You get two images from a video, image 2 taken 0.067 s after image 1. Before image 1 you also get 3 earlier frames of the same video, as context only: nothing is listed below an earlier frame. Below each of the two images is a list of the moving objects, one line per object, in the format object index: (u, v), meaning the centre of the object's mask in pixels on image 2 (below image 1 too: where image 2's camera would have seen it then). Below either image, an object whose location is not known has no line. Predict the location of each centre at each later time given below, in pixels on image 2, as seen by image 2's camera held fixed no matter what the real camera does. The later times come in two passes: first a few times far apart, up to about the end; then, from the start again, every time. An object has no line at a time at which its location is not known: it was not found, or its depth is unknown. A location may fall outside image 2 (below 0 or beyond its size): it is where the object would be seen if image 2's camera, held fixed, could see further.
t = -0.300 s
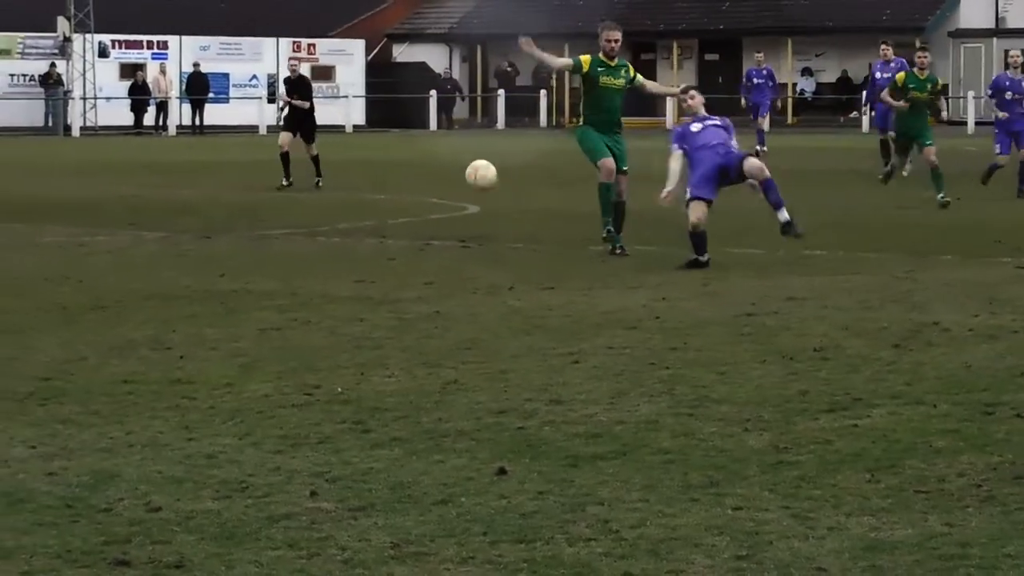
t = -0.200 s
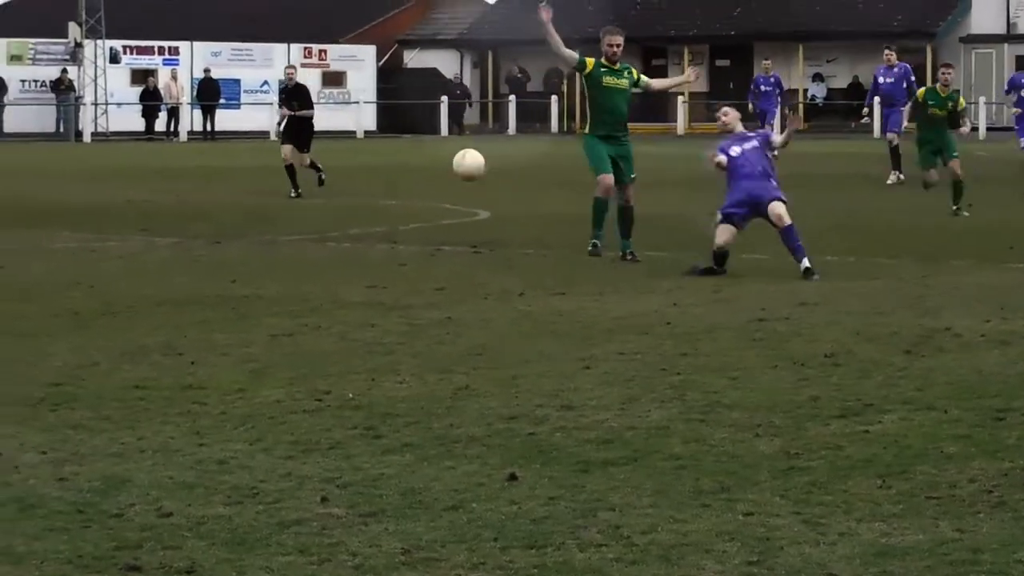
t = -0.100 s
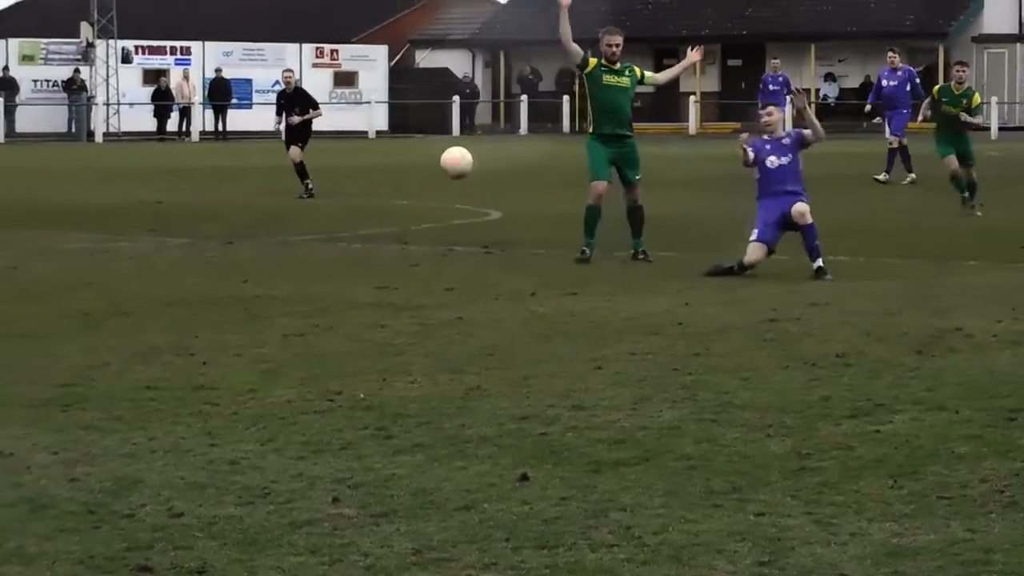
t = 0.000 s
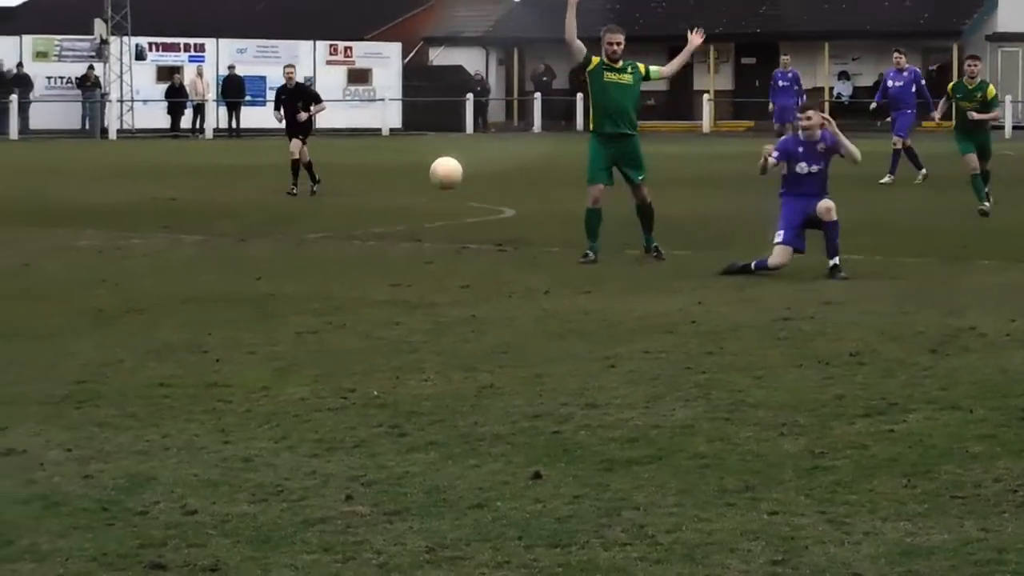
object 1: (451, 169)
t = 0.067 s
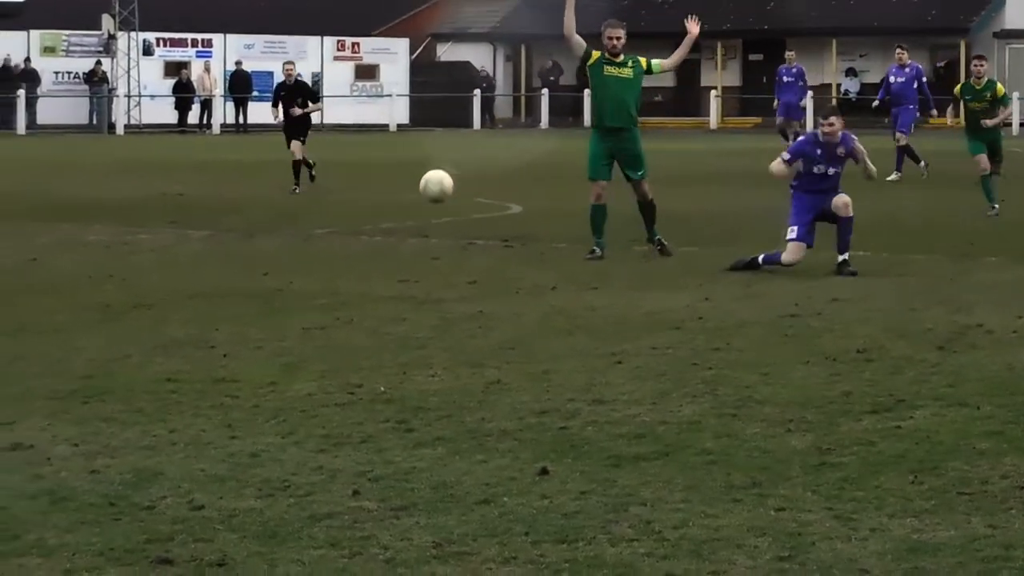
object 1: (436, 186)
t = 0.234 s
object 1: (397, 260)
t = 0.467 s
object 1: (329, 246)
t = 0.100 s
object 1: (429, 197)
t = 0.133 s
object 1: (422, 210)
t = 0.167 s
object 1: (414, 224)
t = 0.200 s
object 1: (405, 241)
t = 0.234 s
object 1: (397, 260)
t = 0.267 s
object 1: (388, 280)
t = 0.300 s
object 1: (378, 286)
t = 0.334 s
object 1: (369, 276)
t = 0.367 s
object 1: (359, 265)
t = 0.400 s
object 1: (349, 257)
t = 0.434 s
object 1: (339, 250)
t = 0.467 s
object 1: (329, 246)
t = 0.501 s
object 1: (318, 242)
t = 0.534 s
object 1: (306, 241)
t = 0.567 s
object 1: (295, 243)
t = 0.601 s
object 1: (284, 245)
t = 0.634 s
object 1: (272, 248)
